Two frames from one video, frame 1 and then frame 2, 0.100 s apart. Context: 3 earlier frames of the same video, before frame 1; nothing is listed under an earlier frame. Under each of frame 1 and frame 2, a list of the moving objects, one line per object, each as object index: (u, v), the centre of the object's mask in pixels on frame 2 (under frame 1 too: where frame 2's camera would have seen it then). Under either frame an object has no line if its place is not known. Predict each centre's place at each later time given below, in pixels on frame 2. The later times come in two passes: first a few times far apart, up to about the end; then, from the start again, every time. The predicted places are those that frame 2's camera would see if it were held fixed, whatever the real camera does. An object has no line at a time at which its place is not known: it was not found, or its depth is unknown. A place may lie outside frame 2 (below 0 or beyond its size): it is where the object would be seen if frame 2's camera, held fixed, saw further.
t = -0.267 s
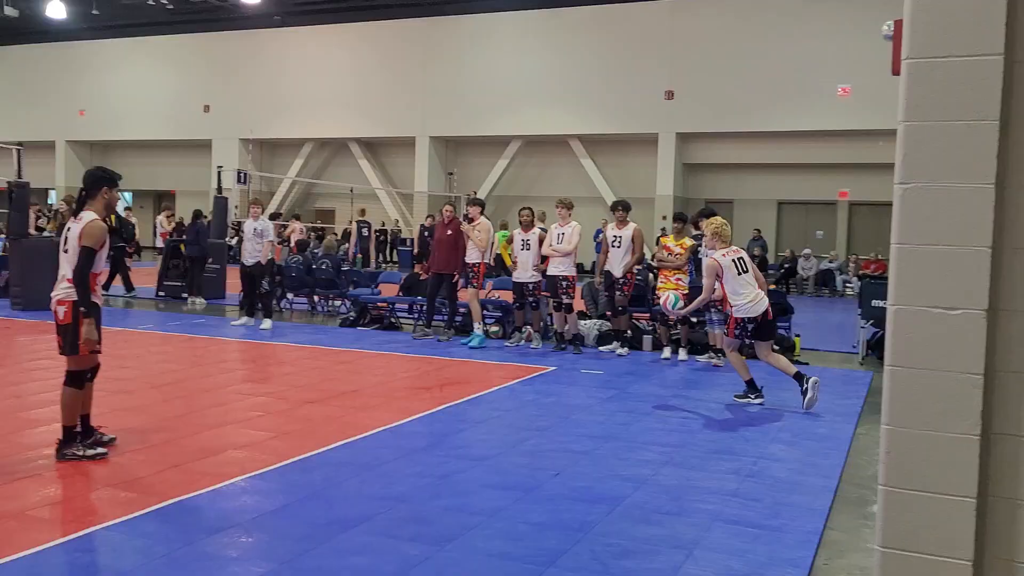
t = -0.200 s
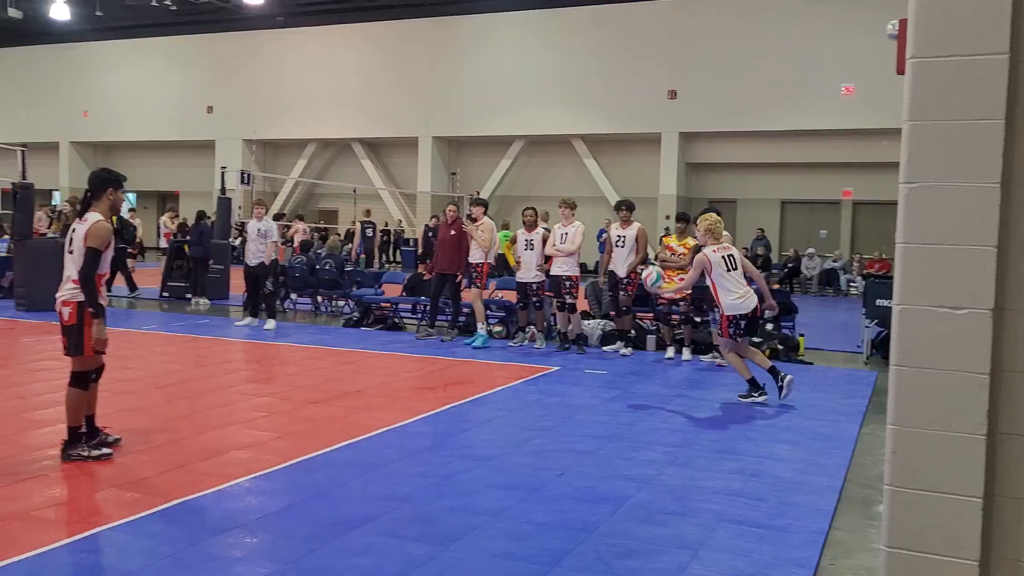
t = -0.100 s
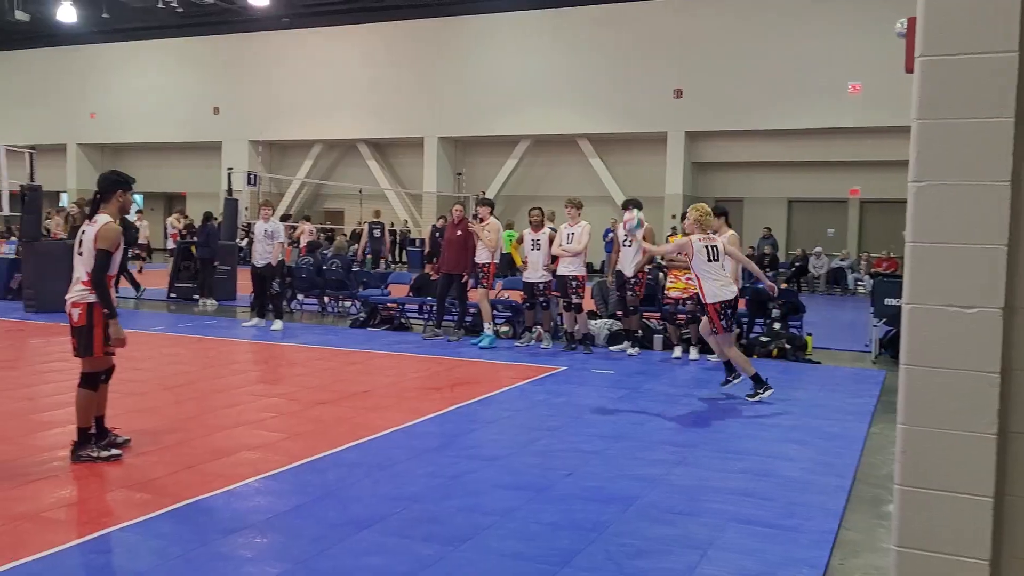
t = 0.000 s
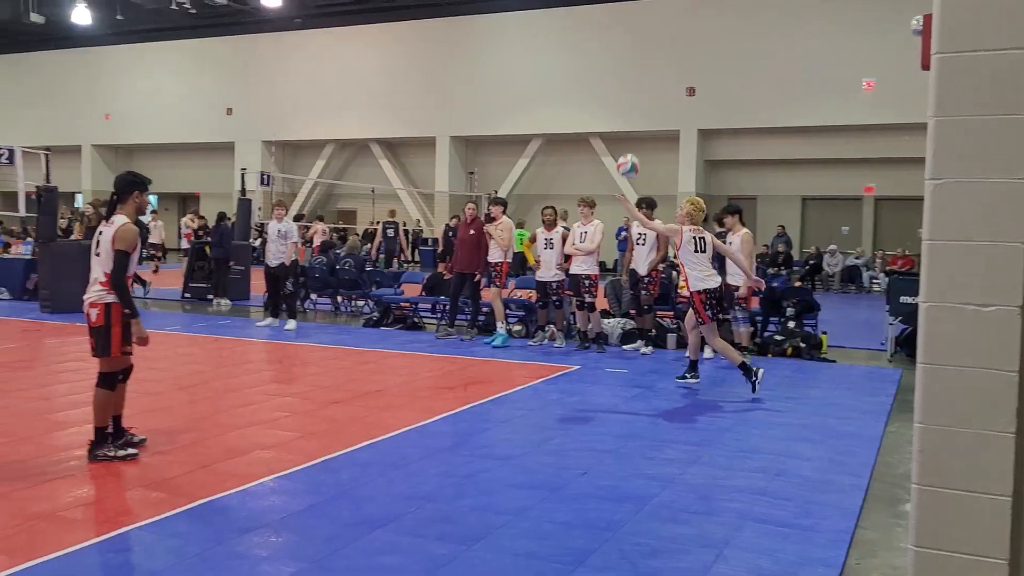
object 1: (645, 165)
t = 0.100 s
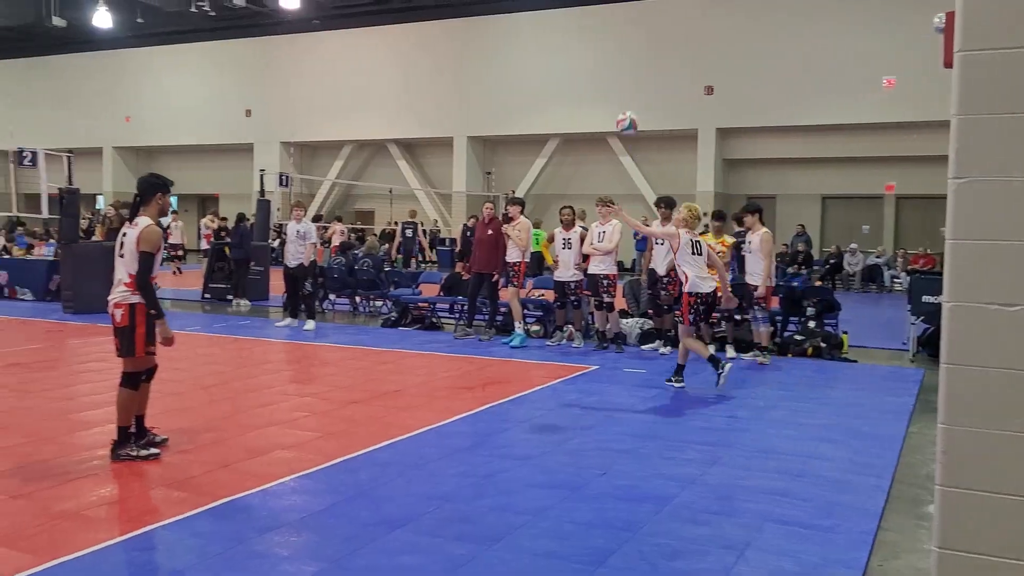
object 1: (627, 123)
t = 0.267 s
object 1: (600, 79)
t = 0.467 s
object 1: (568, 66)
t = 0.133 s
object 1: (622, 112)
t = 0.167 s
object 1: (616, 102)
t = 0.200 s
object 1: (611, 93)
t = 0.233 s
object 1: (606, 85)
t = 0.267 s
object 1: (600, 79)
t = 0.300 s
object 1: (594, 74)
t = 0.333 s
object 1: (589, 70)
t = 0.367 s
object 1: (584, 67)
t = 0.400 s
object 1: (579, 66)
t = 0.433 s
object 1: (574, 65)
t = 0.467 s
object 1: (568, 66)
